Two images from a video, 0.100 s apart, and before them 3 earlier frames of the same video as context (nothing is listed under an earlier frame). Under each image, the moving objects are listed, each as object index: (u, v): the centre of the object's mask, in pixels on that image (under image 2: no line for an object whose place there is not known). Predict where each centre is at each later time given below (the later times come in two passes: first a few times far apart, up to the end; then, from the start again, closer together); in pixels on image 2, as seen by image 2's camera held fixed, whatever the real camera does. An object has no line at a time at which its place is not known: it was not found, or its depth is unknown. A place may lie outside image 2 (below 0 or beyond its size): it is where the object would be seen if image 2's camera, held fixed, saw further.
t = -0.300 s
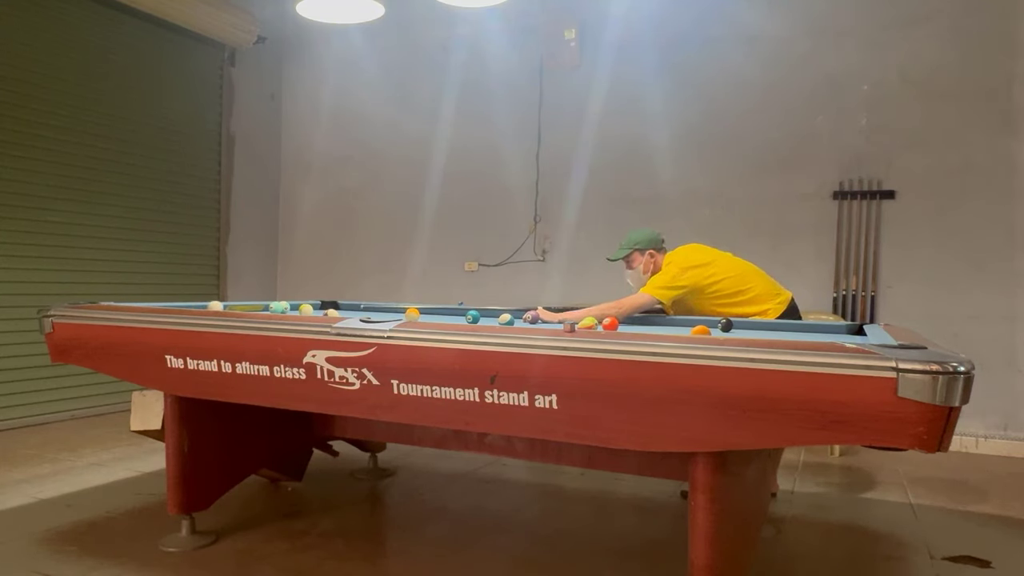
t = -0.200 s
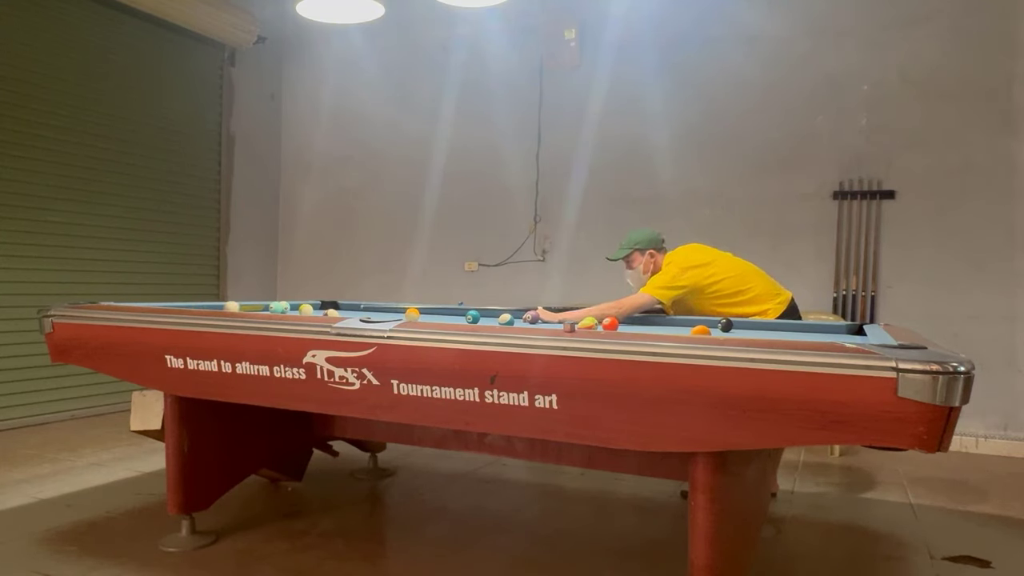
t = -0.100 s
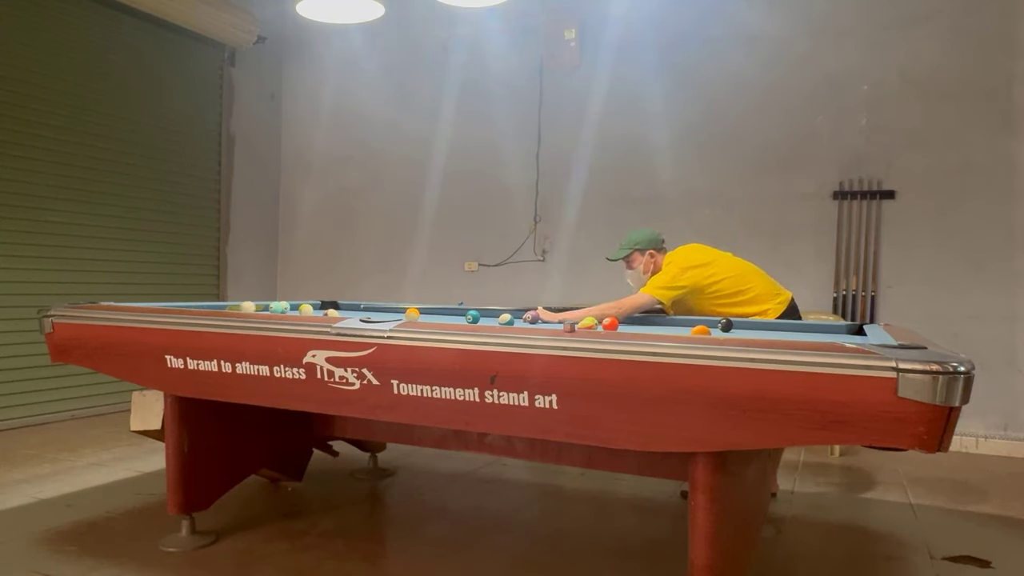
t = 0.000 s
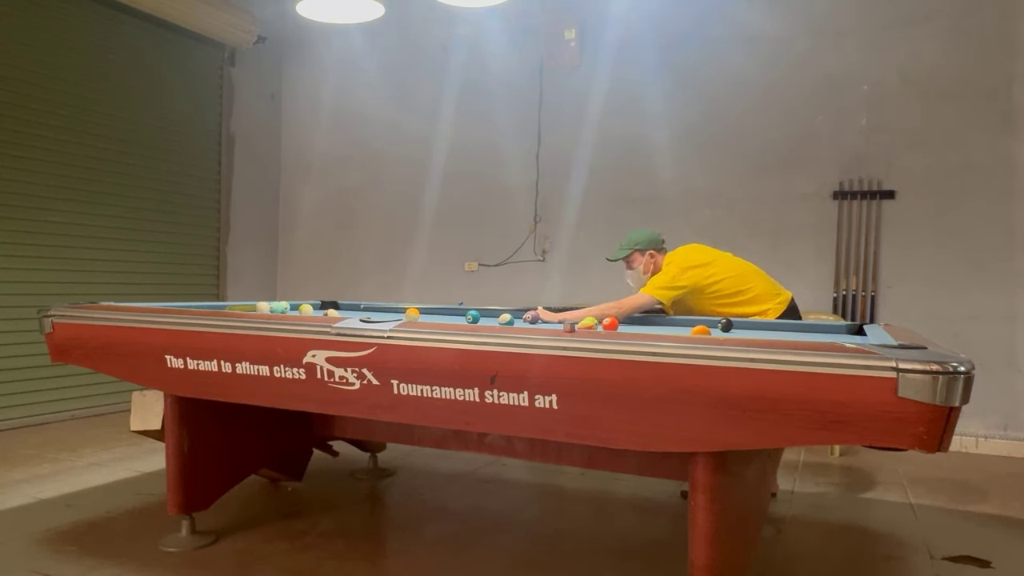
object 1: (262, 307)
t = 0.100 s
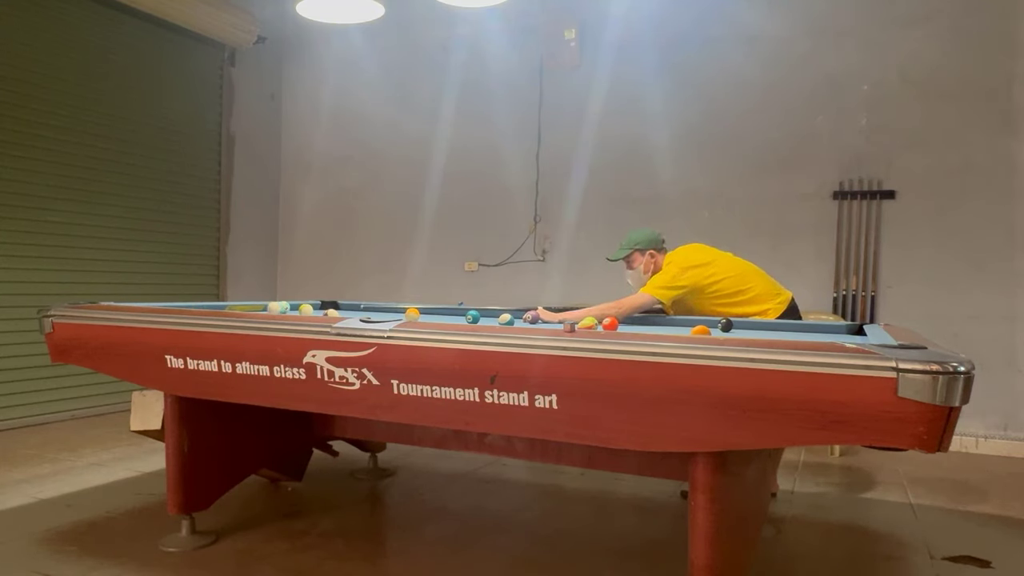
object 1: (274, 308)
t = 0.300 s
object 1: (293, 308)
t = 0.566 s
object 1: (318, 309)
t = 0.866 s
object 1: (344, 310)
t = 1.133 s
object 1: (365, 311)
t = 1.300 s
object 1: (379, 312)
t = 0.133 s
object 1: (276, 308)
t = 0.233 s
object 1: (287, 308)
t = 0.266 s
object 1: (289, 308)
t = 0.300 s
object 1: (293, 308)
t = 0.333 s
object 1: (294, 308)
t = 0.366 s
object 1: (296, 308)
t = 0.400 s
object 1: (299, 306)
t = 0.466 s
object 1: (312, 307)
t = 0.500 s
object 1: (314, 308)
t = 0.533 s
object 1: (317, 309)
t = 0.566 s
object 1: (318, 309)
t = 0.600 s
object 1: (320, 309)
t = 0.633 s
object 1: (323, 309)
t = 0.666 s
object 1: (325, 308)
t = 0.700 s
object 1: (328, 307)
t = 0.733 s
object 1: (332, 307)
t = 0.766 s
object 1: (336, 308)
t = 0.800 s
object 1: (339, 309)
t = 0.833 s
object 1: (342, 310)
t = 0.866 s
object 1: (344, 310)
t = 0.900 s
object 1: (347, 310)
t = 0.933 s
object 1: (350, 310)
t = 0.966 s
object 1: (352, 311)
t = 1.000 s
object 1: (355, 310)
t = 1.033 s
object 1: (358, 311)
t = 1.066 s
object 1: (360, 311)
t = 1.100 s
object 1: (363, 311)
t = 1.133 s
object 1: (365, 311)
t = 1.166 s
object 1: (368, 311)
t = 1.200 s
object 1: (371, 311)
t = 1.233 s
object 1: (373, 312)
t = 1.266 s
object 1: (377, 311)
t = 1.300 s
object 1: (379, 312)
